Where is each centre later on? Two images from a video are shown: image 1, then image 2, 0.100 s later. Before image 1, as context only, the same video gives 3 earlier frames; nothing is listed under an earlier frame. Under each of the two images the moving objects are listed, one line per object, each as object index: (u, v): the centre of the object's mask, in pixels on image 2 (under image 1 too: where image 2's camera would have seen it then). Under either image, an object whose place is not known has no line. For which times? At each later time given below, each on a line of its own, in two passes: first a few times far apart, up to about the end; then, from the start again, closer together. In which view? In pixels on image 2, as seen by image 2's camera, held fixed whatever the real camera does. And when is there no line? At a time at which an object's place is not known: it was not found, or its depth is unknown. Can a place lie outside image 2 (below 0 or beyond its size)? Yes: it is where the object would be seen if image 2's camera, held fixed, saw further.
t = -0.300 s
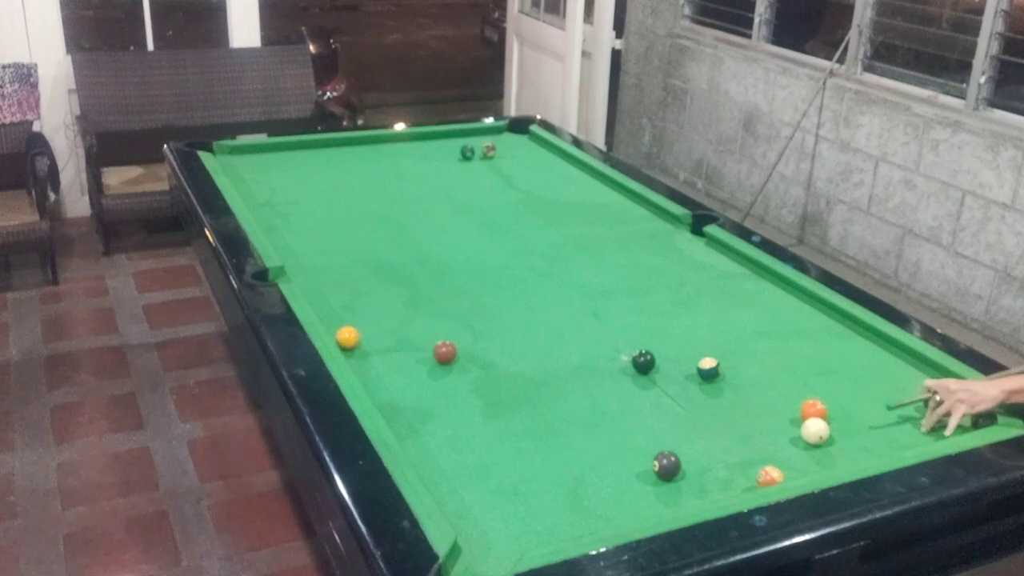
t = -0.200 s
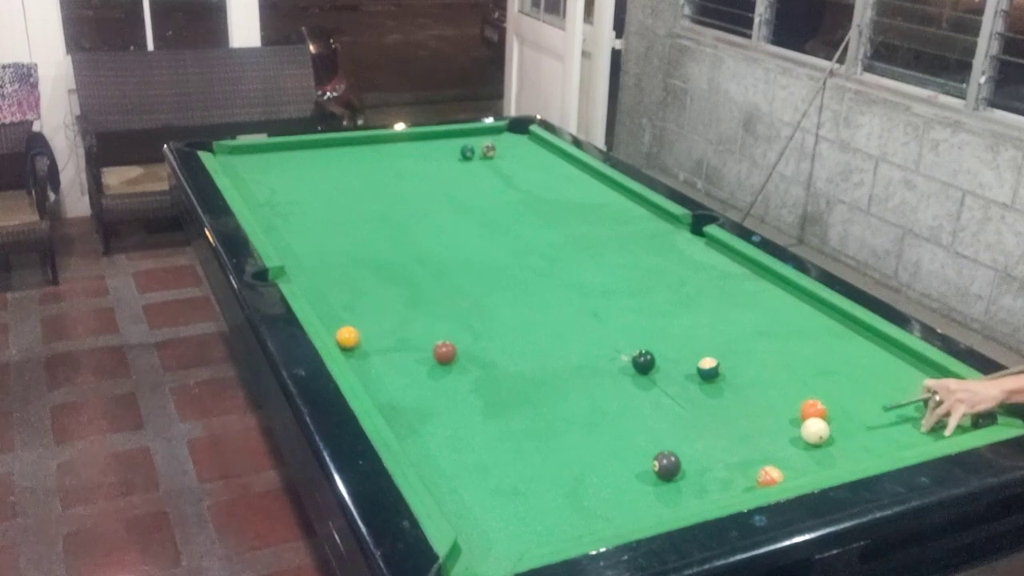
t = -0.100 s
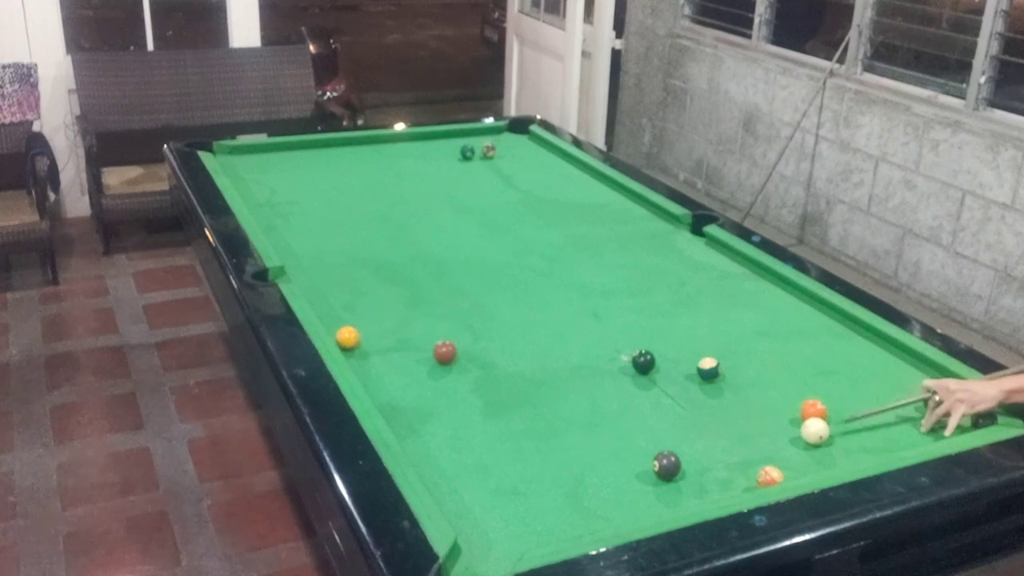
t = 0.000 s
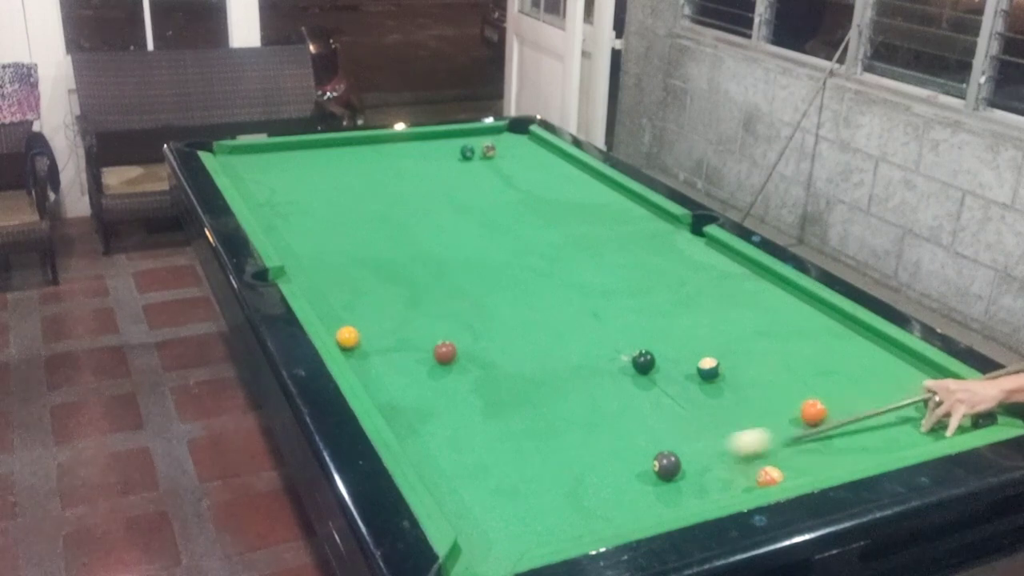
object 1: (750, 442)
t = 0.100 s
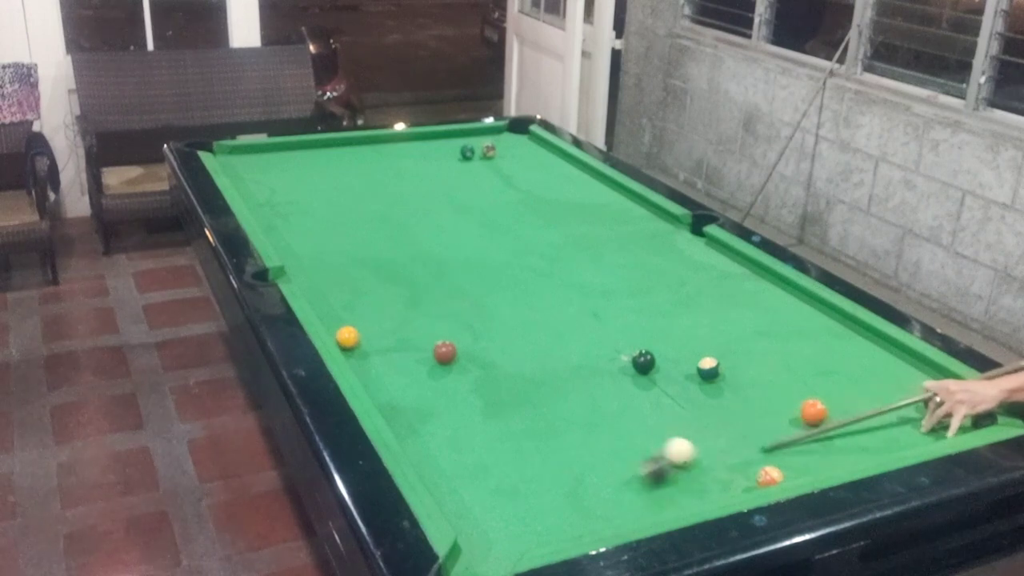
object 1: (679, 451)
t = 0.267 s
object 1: (628, 439)
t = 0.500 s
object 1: (554, 424)
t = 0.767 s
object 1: (477, 409)
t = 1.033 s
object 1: (404, 396)
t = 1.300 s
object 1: (386, 379)
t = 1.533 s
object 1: (401, 362)
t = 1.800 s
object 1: (416, 345)
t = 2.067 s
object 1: (429, 330)
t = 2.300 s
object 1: (438, 319)
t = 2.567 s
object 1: (448, 307)
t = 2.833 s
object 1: (456, 297)
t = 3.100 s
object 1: (465, 288)
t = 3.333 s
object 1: (471, 281)
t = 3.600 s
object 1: (477, 275)
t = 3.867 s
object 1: (482, 269)
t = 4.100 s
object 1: (486, 264)
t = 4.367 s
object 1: (490, 260)
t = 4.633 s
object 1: (493, 257)
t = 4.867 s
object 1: (496, 254)
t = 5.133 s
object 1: (498, 252)
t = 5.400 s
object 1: (500, 251)
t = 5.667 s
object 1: (501, 251)
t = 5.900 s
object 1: (501, 251)
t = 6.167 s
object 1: (501, 251)
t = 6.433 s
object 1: (501, 251)
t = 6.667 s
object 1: (501, 251)
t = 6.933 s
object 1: (501, 251)
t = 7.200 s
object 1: (500, 251)
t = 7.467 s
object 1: (501, 251)
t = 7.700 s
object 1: (501, 251)
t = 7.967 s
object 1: (501, 251)
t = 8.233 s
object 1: (501, 251)
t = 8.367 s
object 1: (501, 251)
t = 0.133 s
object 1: (670, 448)
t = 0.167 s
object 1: (660, 446)
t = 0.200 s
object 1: (649, 443)
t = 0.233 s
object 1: (638, 441)
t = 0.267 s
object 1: (628, 439)
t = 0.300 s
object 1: (616, 436)
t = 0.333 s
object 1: (606, 434)
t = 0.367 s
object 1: (595, 432)
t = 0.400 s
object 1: (585, 430)
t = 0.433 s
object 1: (575, 428)
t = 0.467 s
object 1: (565, 426)
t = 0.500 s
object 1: (554, 424)
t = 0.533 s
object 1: (544, 422)
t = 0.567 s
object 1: (534, 420)
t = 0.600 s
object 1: (524, 418)
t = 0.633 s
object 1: (515, 417)
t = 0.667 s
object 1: (505, 415)
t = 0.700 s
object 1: (495, 413)
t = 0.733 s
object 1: (486, 411)
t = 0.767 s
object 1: (477, 409)
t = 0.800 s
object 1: (467, 407)
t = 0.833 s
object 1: (458, 406)
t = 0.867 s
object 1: (448, 404)
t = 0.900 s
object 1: (439, 402)
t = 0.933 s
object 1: (430, 401)
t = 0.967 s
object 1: (422, 399)
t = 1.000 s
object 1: (413, 397)
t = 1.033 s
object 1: (404, 396)
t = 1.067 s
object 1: (395, 394)
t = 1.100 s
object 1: (386, 392)
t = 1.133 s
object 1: (379, 390)
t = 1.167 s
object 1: (378, 388)
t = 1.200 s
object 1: (380, 386)
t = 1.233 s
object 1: (382, 384)
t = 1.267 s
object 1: (384, 381)
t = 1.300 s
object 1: (386, 379)
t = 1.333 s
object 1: (388, 376)
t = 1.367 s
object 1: (391, 374)
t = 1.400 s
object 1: (393, 371)
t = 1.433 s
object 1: (395, 369)
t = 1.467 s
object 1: (397, 366)
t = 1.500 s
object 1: (399, 364)
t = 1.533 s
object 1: (401, 362)
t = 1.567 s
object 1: (403, 360)
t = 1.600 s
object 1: (405, 357)
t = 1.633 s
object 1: (407, 355)
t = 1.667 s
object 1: (409, 353)
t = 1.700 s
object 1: (411, 351)
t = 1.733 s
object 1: (412, 349)
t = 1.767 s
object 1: (414, 347)
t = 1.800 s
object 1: (416, 345)
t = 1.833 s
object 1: (418, 343)
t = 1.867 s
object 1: (419, 341)
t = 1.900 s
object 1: (421, 339)
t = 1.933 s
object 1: (422, 337)
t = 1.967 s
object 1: (424, 336)
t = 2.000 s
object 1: (426, 334)
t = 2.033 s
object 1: (427, 332)
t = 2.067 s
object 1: (429, 330)
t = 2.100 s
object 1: (430, 329)
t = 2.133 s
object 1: (431, 327)
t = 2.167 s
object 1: (433, 325)
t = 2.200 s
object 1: (434, 324)
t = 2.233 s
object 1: (435, 322)
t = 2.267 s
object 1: (437, 320)
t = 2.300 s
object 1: (438, 319)
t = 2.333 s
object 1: (439, 317)
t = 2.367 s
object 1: (440, 316)
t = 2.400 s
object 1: (442, 314)
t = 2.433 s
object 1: (443, 313)
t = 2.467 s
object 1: (444, 312)
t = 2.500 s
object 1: (446, 310)
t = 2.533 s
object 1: (447, 309)
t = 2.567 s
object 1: (448, 307)
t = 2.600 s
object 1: (449, 306)
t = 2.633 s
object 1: (450, 305)
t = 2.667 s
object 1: (451, 303)
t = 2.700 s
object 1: (452, 302)
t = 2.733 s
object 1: (453, 301)
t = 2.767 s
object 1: (454, 300)
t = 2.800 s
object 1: (455, 298)
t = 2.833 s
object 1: (456, 297)
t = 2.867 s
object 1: (458, 296)
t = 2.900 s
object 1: (459, 295)
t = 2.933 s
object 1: (460, 294)
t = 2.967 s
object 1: (461, 292)
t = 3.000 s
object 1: (462, 291)
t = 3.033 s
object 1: (463, 290)
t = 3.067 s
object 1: (464, 289)
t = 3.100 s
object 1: (465, 288)
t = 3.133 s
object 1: (465, 287)
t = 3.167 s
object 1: (466, 286)
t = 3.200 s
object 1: (467, 285)
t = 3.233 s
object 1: (468, 284)
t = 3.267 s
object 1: (469, 284)
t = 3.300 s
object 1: (470, 282)
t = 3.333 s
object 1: (471, 281)
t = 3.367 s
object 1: (472, 280)
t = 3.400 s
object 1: (472, 280)
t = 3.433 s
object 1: (473, 279)
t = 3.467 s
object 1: (474, 278)
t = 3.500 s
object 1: (475, 277)
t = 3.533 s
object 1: (476, 276)
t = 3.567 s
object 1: (476, 275)
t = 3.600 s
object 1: (477, 275)
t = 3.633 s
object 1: (478, 274)
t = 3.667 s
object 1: (478, 273)
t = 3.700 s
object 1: (479, 272)
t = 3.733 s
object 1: (480, 271)
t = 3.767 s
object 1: (480, 271)
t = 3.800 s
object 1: (481, 270)
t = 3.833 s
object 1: (482, 269)
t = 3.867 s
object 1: (482, 269)
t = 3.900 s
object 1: (483, 268)
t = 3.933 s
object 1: (483, 267)
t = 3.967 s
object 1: (484, 267)
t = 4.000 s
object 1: (484, 266)
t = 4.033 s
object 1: (485, 265)
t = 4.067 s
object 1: (485, 265)
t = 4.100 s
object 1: (486, 264)
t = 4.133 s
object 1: (487, 264)
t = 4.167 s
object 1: (487, 263)
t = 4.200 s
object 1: (487, 263)
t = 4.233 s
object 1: (488, 262)
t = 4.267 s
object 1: (488, 262)
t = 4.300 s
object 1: (489, 261)
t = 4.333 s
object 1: (489, 260)
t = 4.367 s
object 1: (490, 260)
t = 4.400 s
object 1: (490, 259)
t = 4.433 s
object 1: (491, 259)
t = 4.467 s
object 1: (491, 258)
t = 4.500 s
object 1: (492, 258)
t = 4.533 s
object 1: (492, 258)
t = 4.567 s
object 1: (492, 257)
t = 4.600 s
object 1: (492, 257)
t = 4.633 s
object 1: (493, 257)
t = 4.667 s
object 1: (493, 256)
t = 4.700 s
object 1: (494, 256)
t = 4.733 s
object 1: (494, 256)
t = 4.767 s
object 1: (494, 255)
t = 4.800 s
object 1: (495, 255)
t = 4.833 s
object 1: (495, 255)
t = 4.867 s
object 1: (496, 254)
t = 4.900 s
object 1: (496, 254)
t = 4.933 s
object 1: (496, 254)
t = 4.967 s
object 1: (496, 253)
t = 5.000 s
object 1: (497, 253)
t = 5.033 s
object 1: (497, 253)
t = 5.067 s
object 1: (497, 253)
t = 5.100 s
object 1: (498, 252)
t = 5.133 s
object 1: (498, 252)
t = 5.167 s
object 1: (498, 252)
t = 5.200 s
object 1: (498, 252)
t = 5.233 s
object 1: (499, 252)
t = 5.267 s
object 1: (499, 252)
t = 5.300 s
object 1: (499, 252)
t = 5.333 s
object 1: (499, 251)
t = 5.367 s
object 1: (499, 251)
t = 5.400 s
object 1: (500, 251)
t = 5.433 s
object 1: (500, 251)
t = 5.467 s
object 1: (500, 251)
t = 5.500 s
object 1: (500, 251)
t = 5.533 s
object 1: (500, 251)
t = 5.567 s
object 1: (500, 251)
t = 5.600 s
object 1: (500, 251)
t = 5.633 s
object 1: (500, 251)
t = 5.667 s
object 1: (501, 251)
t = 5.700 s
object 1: (501, 251)
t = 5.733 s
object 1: (501, 251)
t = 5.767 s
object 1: (501, 251)
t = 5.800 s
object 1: (501, 251)
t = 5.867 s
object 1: (501, 251)
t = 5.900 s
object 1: (501, 251)
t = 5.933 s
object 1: (501, 251)
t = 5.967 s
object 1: (501, 251)
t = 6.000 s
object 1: (501, 251)
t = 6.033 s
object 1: (501, 251)
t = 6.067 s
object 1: (501, 251)
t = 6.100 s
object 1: (501, 251)
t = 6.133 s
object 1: (501, 251)
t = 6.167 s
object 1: (501, 251)
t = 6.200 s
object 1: (501, 251)
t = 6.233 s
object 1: (501, 251)
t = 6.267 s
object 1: (501, 251)
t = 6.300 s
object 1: (501, 251)
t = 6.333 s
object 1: (501, 251)
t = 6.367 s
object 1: (501, 251)
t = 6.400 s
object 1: (501, 251)
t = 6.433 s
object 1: (501, 251)
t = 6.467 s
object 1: (501, 251)
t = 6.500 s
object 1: (500, 251)
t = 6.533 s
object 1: (501, 251)
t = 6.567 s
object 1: (501, 251)
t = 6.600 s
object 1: (501, 251)
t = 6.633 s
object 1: (501, 251)
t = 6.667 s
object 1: (501, 251)
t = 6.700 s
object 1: (501, 251)
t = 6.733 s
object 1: (501, 251)
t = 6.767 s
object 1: (501, 251)
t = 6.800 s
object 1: (501, 251)
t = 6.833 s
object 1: (501, 251)
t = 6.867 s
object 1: (501, 251)
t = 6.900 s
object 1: (501, 251)
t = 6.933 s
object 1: (501, 251)
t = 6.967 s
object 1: (501, 251)
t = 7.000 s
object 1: (501, 251)
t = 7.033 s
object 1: (501, 251)
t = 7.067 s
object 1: (501, 251)
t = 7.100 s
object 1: (501, 251)
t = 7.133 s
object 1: (501, 251)
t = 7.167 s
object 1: (501, 251)
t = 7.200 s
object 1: (500, 251)
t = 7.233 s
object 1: (500, 251)
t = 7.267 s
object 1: (500, 251)
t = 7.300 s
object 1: (500, 251)
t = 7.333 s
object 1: (501, 251)
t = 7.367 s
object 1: (501, 251)
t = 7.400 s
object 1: (501, 251)
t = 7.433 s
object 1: (501, 251)
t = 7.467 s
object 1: (501, 251)
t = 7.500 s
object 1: (501, 251)
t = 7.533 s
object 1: (501, 251)
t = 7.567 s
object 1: (501, 251)
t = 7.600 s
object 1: (501, 251)
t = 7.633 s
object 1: (501, 251)
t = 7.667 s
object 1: (501, 251)
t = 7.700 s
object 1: (501, 251)
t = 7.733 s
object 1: (501, 251)
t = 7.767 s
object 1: (501, 251)
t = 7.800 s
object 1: (501, 251)
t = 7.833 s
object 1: (501, 251)
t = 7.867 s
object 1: (501, 251)
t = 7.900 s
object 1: (501, 251)
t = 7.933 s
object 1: (501, 251)
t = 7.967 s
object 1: (501, 251)
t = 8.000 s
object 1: (501, 251)
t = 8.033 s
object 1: (501, 251)
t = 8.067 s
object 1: (500, 251)
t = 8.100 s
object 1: (501, 251)
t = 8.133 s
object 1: (500, 251)
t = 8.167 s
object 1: (500, 251)
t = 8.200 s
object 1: (501, 251)
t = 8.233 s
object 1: (501, 251)
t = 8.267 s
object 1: (501, 251)
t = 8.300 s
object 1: (501, 251)
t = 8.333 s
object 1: (501, 251)
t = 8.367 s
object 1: (501, 251)
